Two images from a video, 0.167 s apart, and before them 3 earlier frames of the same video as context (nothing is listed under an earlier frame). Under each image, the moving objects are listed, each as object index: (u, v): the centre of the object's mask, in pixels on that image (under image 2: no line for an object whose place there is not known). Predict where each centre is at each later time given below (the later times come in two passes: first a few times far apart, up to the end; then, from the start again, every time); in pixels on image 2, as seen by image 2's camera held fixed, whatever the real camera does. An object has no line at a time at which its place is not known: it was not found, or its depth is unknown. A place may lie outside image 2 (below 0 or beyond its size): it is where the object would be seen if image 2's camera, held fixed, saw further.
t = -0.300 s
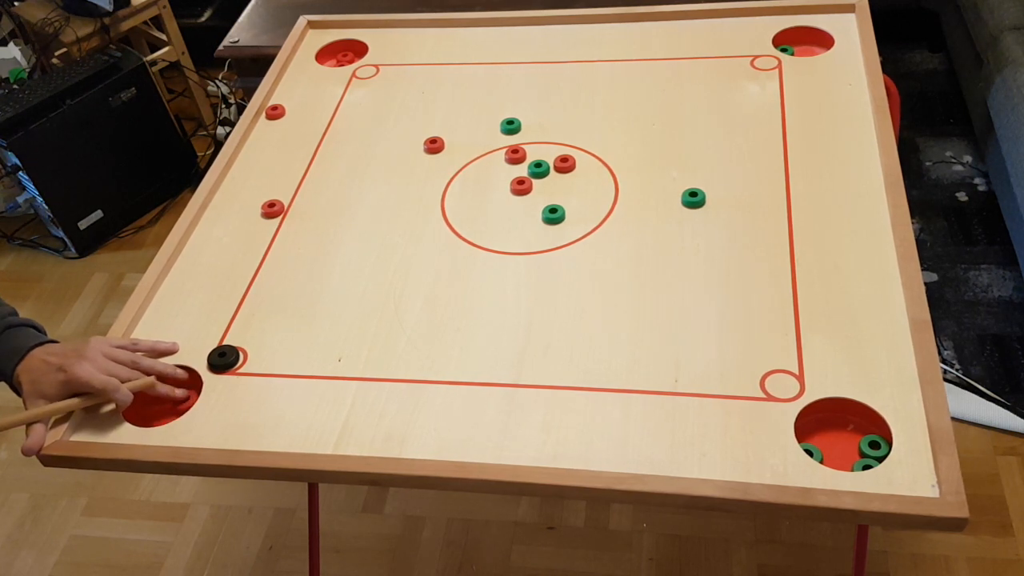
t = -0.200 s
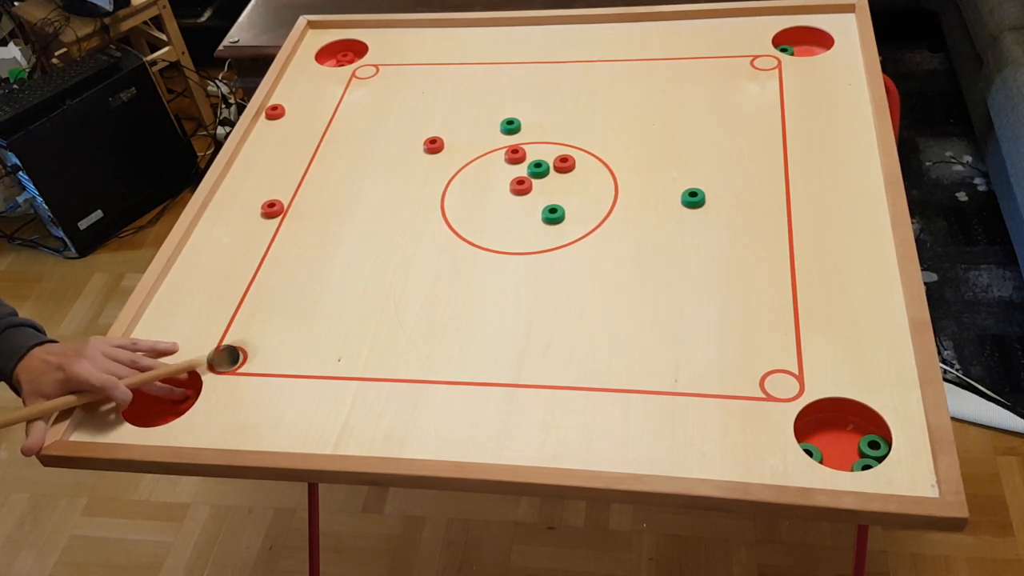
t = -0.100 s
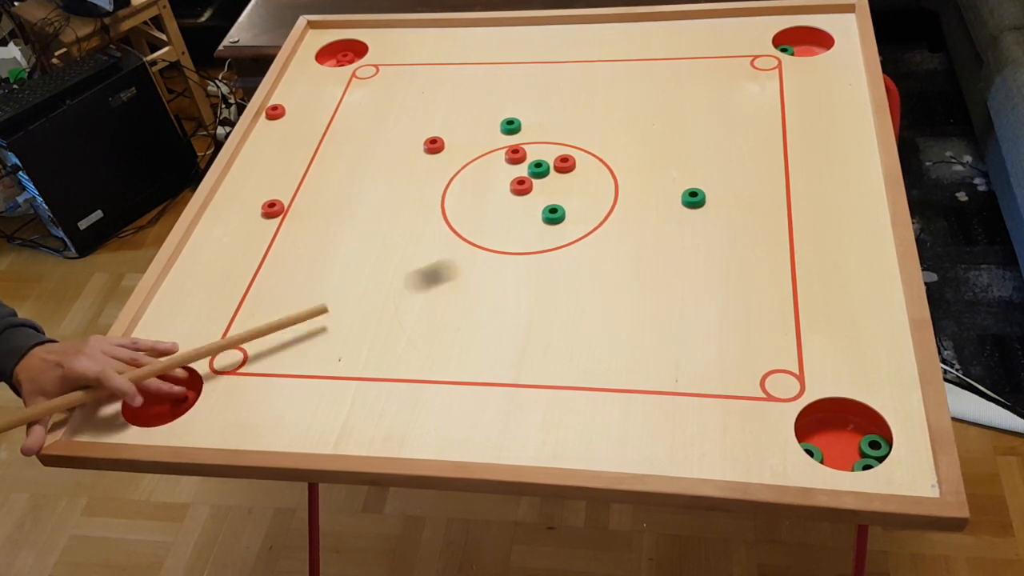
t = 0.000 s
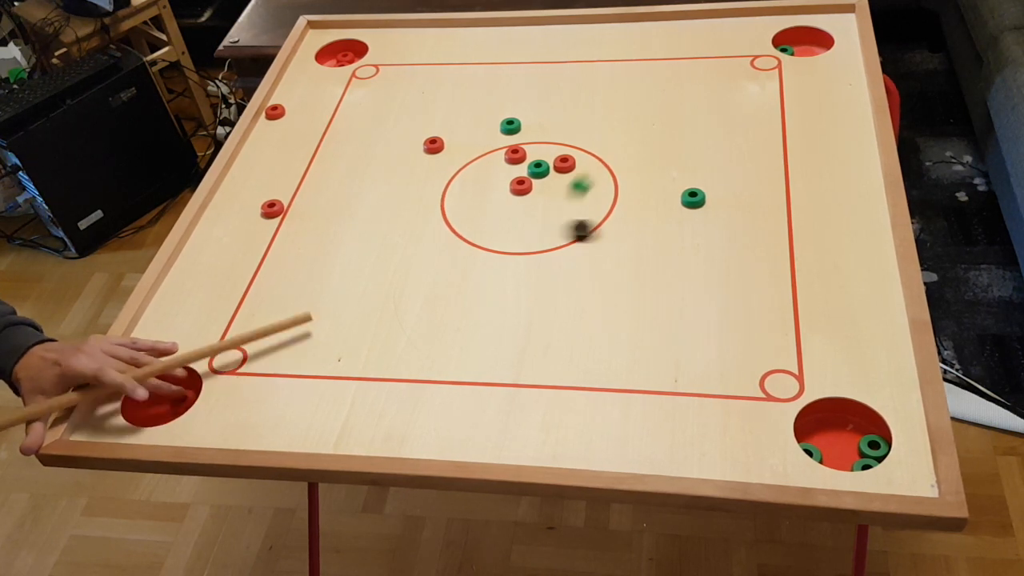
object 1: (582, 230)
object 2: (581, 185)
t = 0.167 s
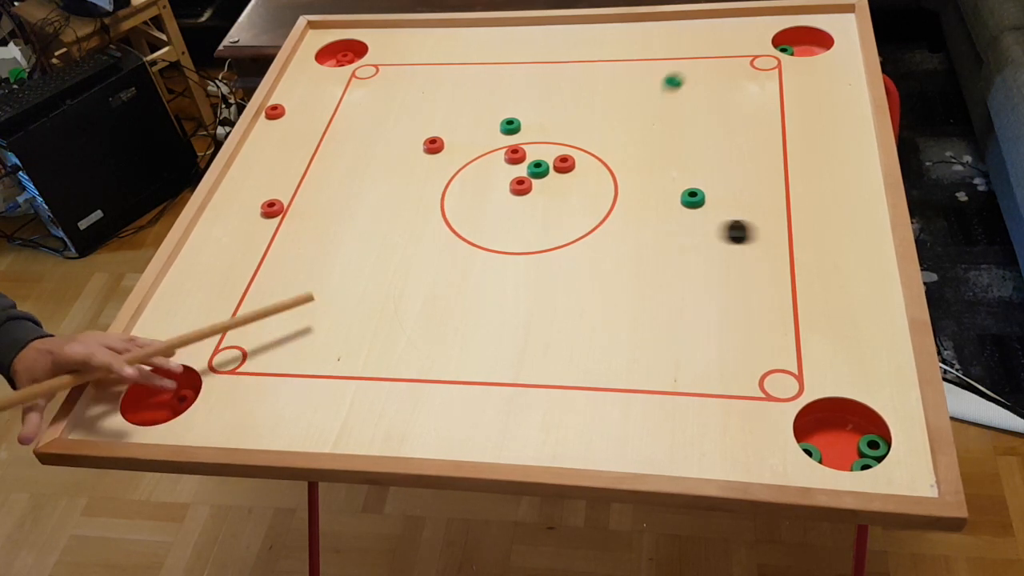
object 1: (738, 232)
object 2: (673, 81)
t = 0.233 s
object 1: (792, 232)
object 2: (701, 49)
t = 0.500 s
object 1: (847, 241)
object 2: (777, 51)
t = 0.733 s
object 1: (846, 242)
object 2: (799, 69)
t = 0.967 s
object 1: (846, 242)
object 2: (800, 70)
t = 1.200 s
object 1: (846, 242)
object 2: (800, 70)
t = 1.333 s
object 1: (846, 242)
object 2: (800, 70)
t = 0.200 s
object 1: (766, 232)
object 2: (688, 65)
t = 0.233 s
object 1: (792, 232)
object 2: (701, 49)
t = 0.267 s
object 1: (817, 233)
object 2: (713, 34)
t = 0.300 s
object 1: (840, 233)
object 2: (724, 21)
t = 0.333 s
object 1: (861, 234)
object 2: (735, 25)
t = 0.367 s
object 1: (874, 236)
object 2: (745, 31)
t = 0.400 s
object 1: (864, 237)
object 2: (754, 37)
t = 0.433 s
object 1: (856, 239)
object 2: (762, 42)
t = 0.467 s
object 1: (851, 240)
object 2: (770, 47)
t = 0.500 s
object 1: (847, 241)
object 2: (777, 51)
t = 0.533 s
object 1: (846, 242)
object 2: (783, 55)
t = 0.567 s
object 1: (846, 241)
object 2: (787, 59)
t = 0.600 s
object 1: (846, 241)
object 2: (791, 62)
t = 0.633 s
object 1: (846, 242)
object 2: (794, 65)
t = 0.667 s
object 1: (846, 242)
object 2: (796, 67)
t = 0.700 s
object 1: (846, 242)
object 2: (798, 68)
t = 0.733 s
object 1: (846, 242)
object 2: (799, 69)
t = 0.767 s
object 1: (846, 242)
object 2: (799, 70)
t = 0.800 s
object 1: (846, 242)
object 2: (800, 70)
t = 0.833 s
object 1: (846, 242)
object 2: (800, 70)
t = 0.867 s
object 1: (846, 242)
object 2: (800, 70)
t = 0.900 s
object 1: (846, 242)
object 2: (800, 70)
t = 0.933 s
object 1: (846, 242)
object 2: (800, 70)
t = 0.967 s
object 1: (846, 242)
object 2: (800, 70)
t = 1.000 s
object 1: (846, 242)
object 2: (800, 70)
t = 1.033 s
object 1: (846, 242)
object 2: (800, 70)
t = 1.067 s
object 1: (846, 242)
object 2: (800, 70)
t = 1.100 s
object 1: (846, 242)
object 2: (800, 70)
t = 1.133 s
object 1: (846, 242)
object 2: (800, 70)
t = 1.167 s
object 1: (846, 242)
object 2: (800, 70)
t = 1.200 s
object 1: (846, 242)
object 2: (800, 70)
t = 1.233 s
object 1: (846, 242)
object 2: (800, 70)
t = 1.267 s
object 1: (846, 241)
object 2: (800, 70)
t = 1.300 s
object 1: (846, 241)
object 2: (800, 70)
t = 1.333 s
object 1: (846, 242)
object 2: (800, 70)
